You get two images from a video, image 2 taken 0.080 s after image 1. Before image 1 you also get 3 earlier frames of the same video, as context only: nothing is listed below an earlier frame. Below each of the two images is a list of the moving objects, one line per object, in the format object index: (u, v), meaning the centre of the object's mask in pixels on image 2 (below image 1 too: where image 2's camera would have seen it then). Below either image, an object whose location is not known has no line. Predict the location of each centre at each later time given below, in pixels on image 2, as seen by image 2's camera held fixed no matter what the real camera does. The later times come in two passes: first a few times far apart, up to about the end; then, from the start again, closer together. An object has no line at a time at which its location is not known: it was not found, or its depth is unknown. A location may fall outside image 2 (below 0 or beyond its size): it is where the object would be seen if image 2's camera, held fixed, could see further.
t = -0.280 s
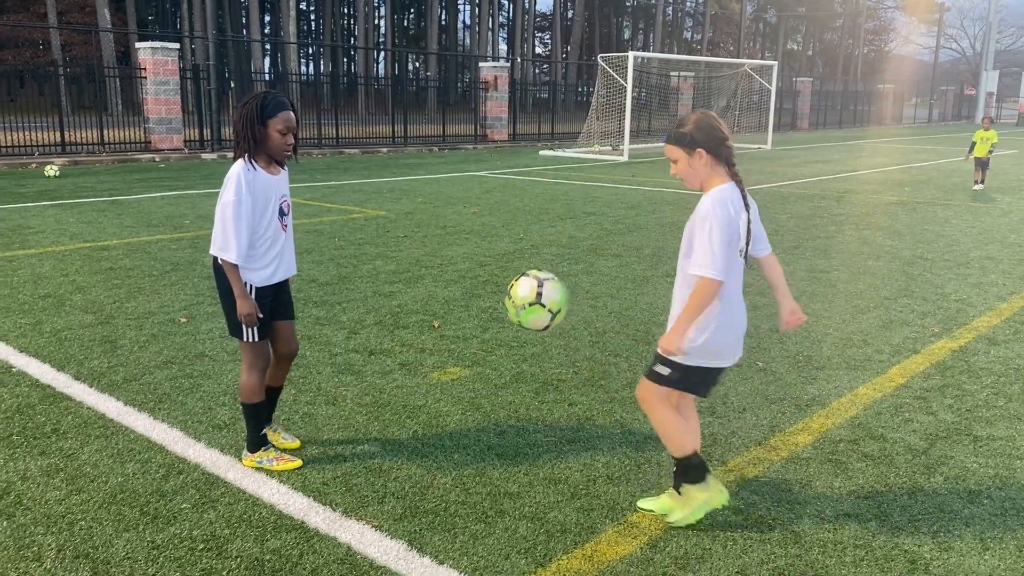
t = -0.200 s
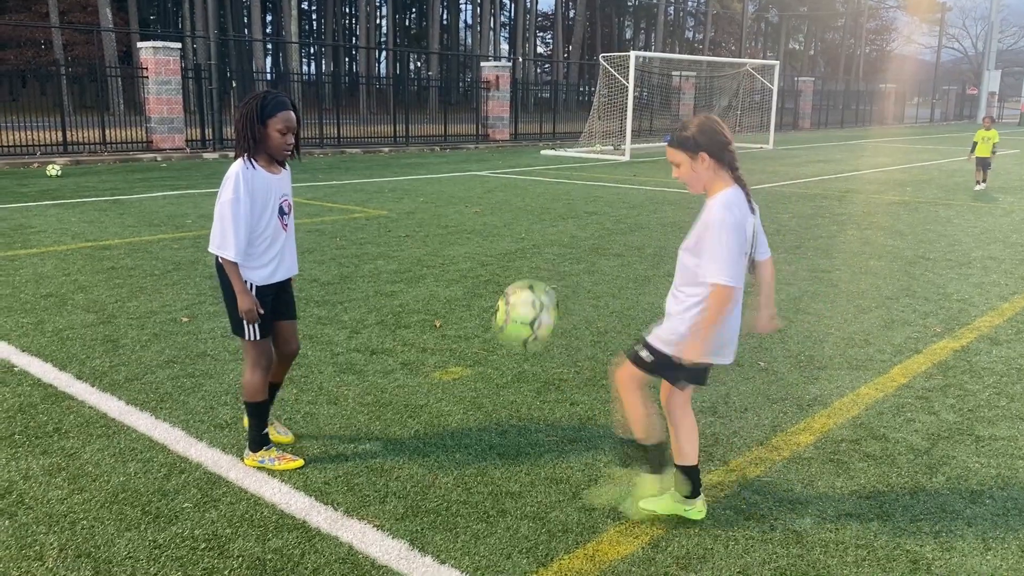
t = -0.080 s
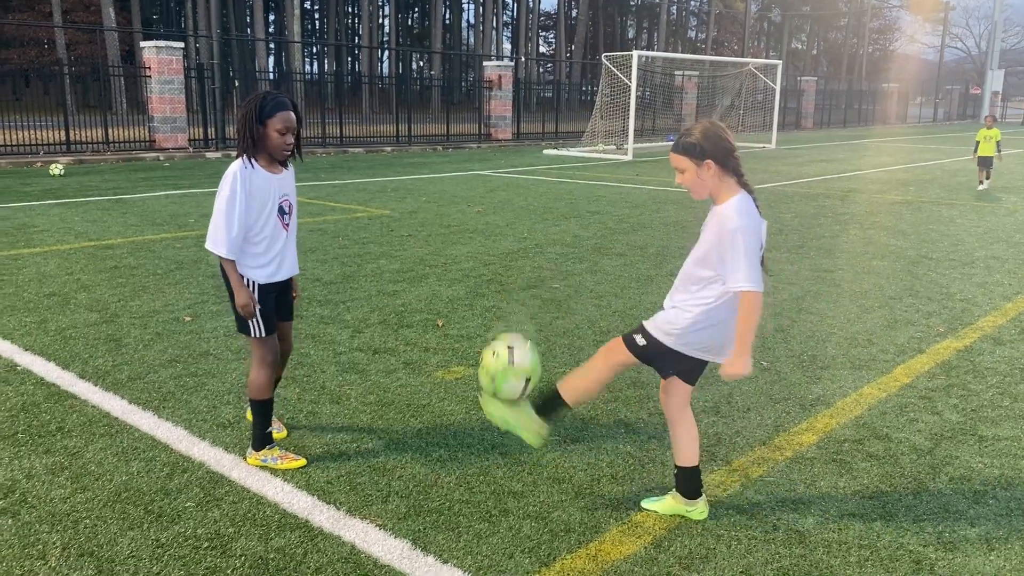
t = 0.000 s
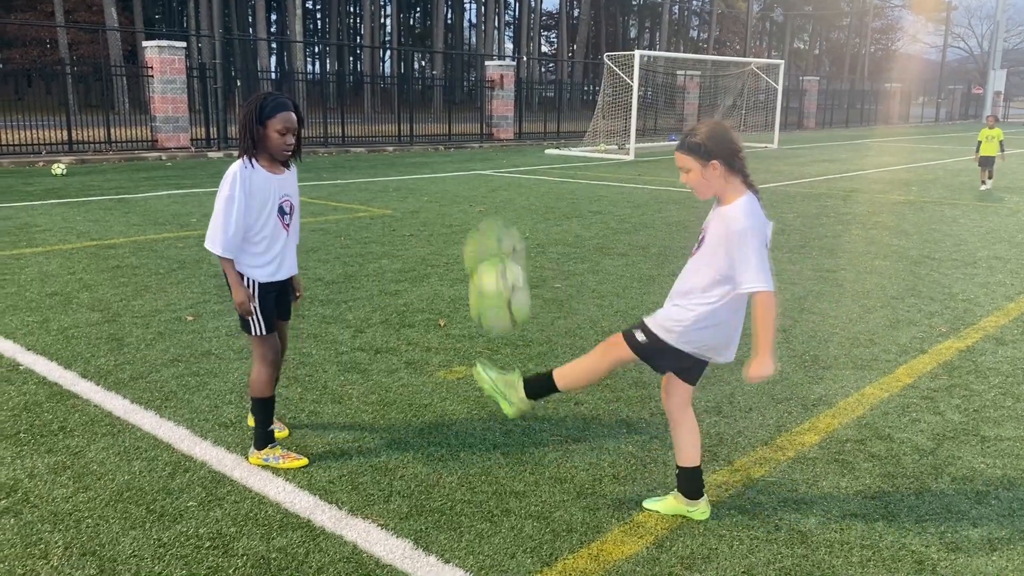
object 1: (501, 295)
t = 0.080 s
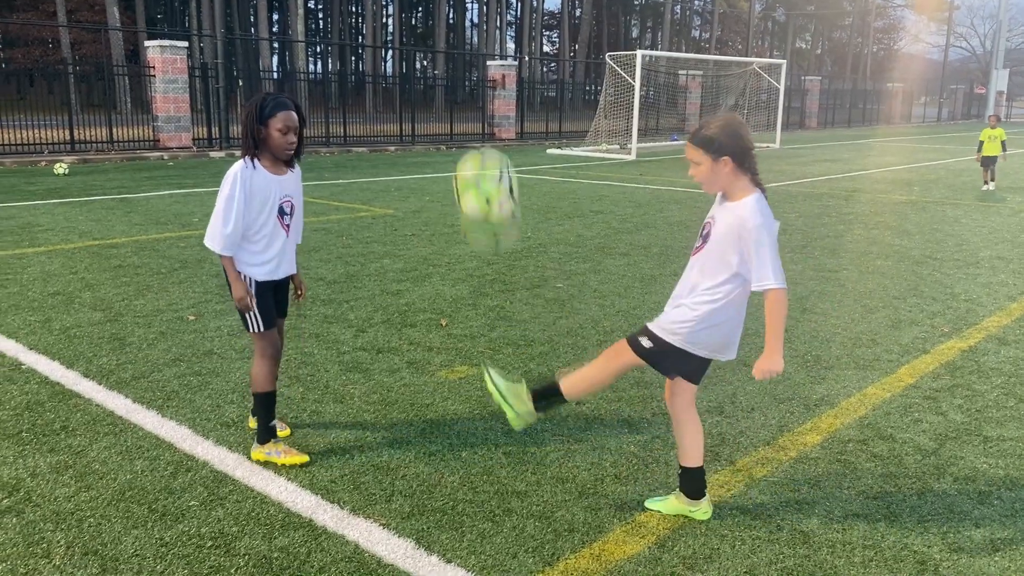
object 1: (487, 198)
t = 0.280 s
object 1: (451, 41)
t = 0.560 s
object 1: (406, 27)
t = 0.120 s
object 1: (480, 153)
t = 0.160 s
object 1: (474, 124)
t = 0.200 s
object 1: (467, 97)
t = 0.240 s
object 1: (458, 64)
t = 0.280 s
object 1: (451, 41)
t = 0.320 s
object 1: (445, 29)
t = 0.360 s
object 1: (439, 23)
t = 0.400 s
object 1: (432, 19)
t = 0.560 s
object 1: (406, 27)
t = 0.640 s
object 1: (395, 61)
